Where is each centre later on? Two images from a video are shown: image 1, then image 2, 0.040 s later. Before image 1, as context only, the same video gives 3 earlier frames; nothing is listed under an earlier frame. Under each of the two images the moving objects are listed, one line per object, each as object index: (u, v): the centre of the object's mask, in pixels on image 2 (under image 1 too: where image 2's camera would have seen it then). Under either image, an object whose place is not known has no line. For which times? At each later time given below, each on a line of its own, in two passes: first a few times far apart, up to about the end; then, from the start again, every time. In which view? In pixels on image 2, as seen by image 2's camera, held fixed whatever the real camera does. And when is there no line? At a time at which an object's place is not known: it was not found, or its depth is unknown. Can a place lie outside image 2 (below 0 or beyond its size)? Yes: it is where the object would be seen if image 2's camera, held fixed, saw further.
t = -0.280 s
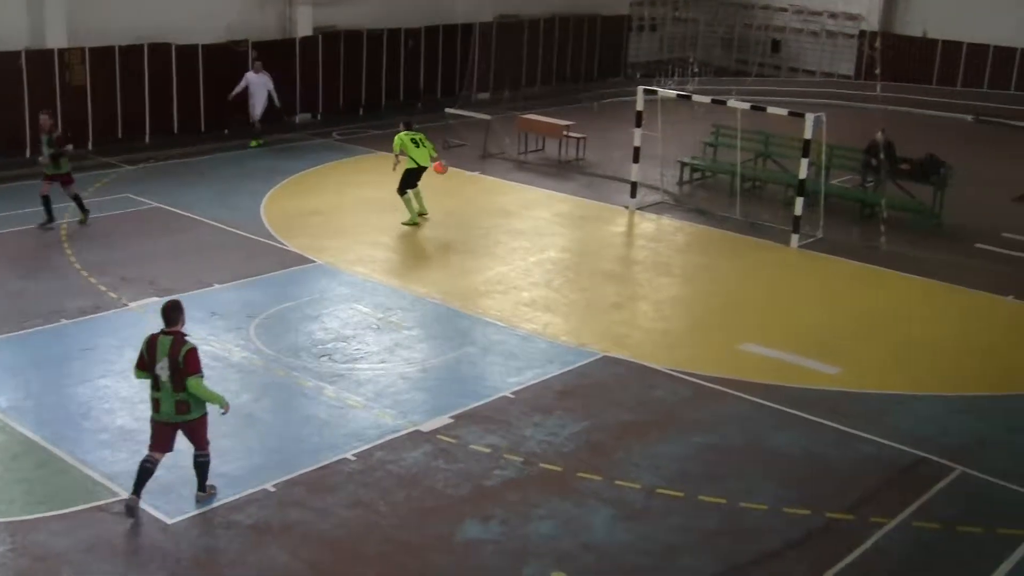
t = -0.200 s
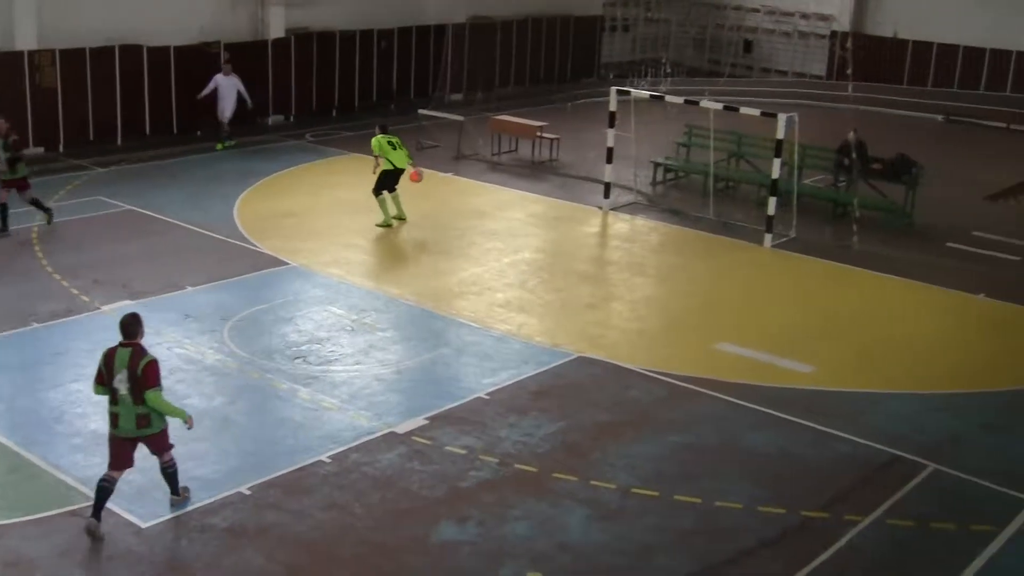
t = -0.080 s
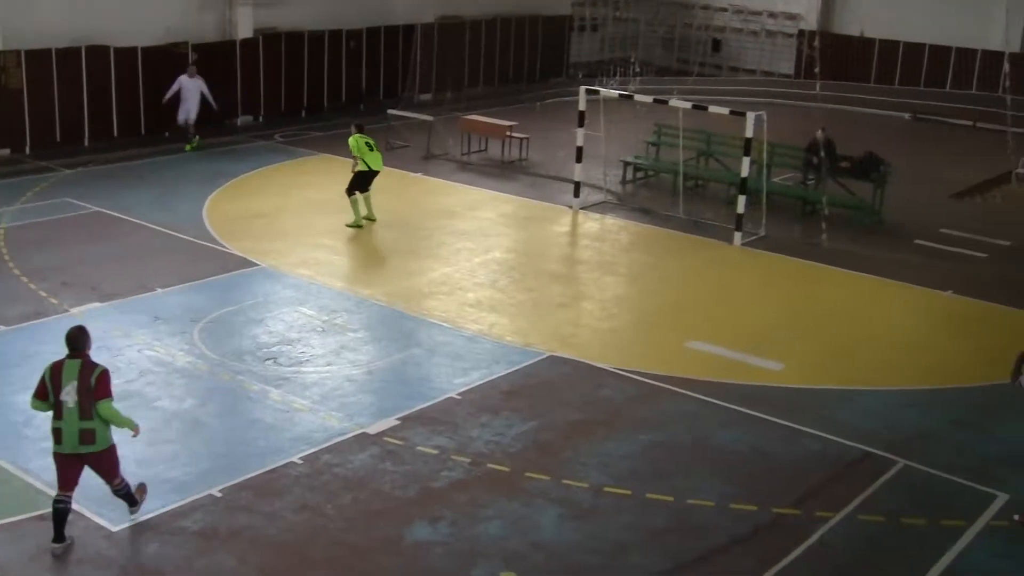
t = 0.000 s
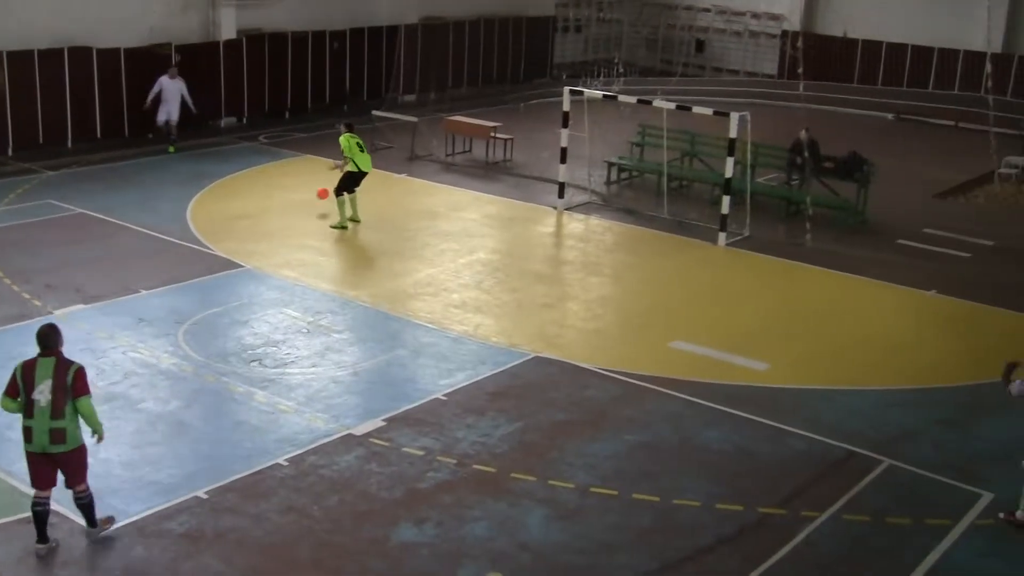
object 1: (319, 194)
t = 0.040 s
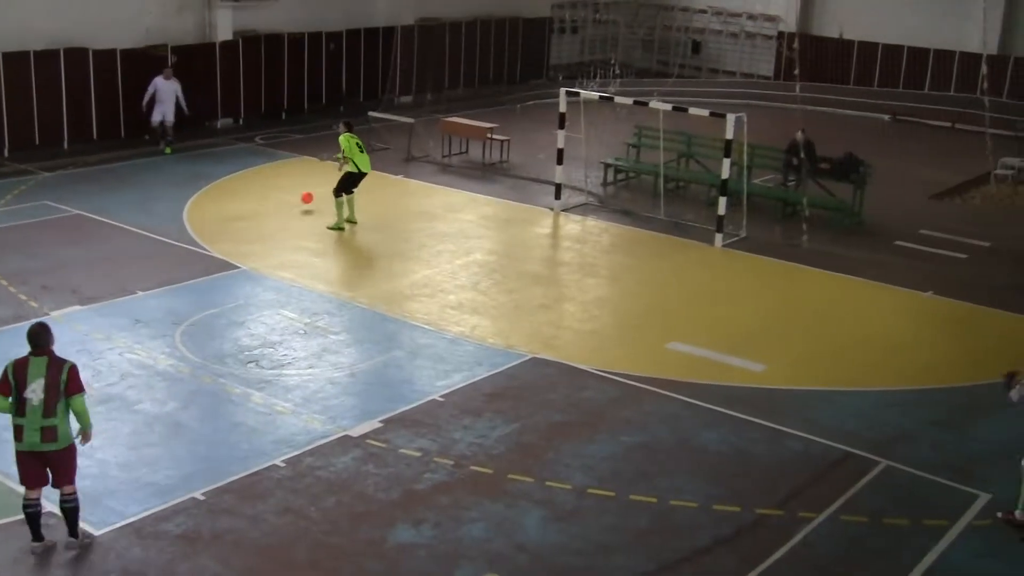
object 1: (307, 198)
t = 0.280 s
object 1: (249, 185)
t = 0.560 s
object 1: (192, 178)
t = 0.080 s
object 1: (295, 200)
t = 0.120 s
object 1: (286, 195)
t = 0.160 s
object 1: (277, 192)
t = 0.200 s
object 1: (267, 188)
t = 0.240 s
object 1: (258, 186)
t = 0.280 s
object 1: (249, 185)
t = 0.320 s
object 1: (240, 185)
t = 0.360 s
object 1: (232, 187)
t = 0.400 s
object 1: (223, 184)
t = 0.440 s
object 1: (214, 181)
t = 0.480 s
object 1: (207, 178)
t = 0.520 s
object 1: (199, 178)
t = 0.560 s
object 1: (192, 178)
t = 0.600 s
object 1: (184, 179)
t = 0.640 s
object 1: (177, 178)
